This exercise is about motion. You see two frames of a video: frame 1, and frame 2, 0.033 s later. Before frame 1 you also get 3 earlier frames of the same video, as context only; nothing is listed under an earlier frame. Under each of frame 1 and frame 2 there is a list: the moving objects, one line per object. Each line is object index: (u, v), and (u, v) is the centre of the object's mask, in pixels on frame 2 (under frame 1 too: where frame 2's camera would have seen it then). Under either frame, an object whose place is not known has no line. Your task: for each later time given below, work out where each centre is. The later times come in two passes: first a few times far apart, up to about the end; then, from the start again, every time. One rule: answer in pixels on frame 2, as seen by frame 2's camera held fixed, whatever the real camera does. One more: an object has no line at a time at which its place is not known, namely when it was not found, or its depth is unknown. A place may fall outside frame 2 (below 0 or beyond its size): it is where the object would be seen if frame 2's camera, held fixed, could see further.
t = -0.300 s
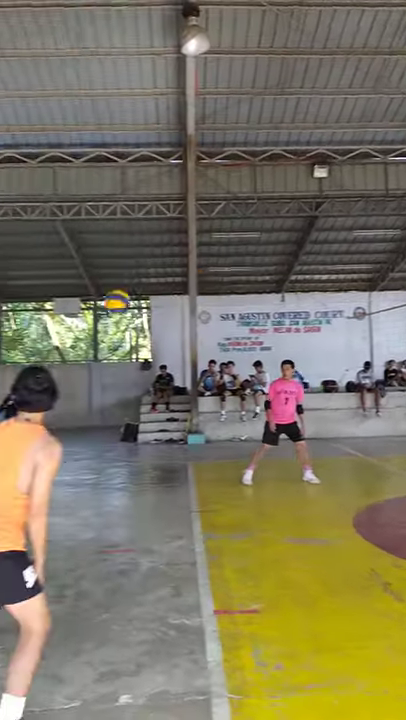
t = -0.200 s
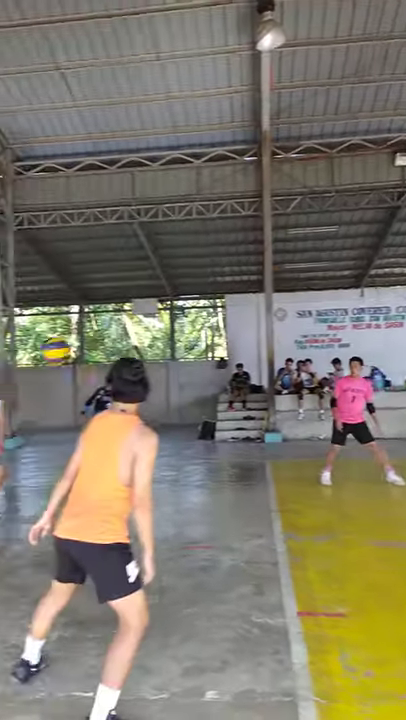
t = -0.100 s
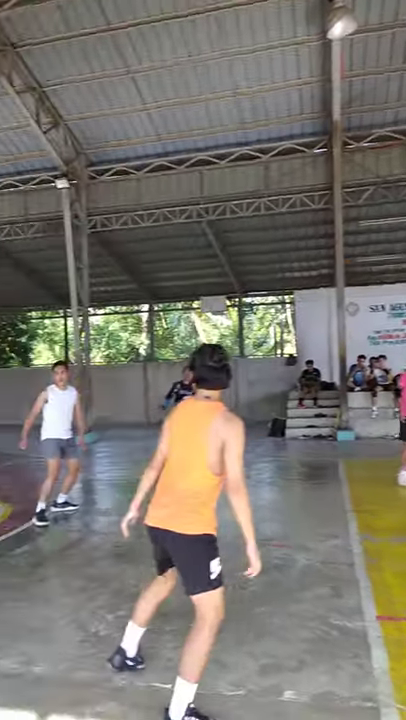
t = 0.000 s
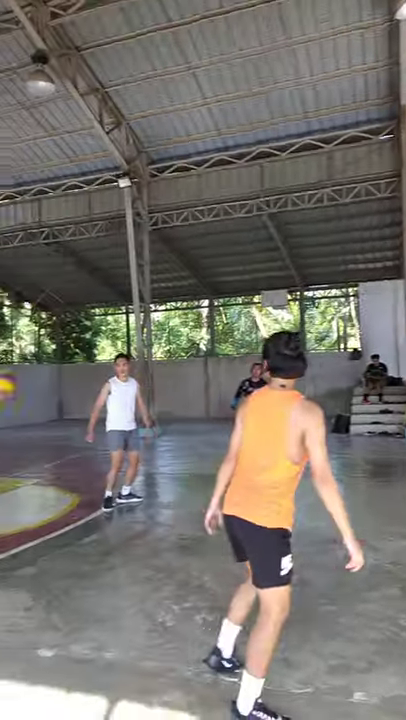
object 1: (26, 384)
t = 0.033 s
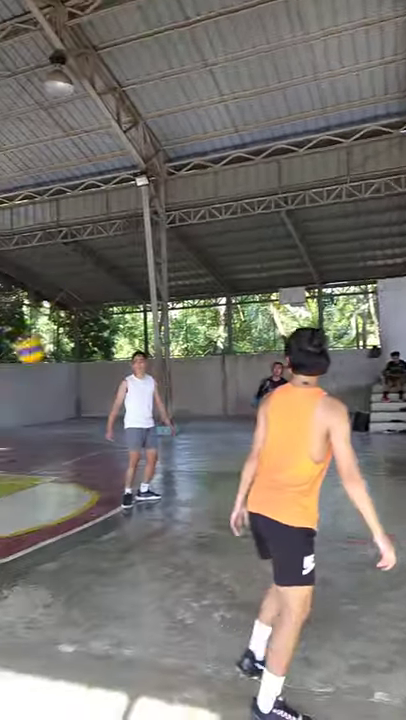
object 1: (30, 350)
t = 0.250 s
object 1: (92, 192)
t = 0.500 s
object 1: (150, 98)
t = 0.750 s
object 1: (201, 82)
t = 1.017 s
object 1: (247, 131)
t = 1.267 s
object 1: (290, 226)
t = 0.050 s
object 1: (35, 334)
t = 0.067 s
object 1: (43, 316)
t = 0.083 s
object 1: (45, 304)
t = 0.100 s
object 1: (50, 291)
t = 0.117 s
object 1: (54, 278)
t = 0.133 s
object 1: (59, 266)
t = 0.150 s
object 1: (65, 256)
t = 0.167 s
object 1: (69, 247)
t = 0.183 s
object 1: (76, 234)
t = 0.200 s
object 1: (79, 222)
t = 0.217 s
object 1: (82, 212)
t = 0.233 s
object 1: (88, 202)
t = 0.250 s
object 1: (92, 192)
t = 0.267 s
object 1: (96, 182)
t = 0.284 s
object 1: (100, 173)
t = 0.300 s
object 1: (104, 165)
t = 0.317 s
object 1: (108, 157)
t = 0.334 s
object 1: (111, 151)
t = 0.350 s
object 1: (116, 144)
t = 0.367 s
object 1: (120, 138)
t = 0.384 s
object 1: (124, 133)
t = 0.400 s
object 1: (128, 126)
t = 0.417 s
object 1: (132, 122)
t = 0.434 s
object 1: (135, 116)
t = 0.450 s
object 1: (139, 110)
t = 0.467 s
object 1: (143, 105)
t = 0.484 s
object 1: (146, 101)
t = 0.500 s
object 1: (150, 98)
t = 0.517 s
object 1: (153, 95)
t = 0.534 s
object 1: (158, 92)
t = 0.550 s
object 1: (161, 90)
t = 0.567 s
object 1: (164, 88)
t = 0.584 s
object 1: (168, 86)
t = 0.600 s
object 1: (171, 85)
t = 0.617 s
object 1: (175, 84)
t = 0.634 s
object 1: (178, 83)
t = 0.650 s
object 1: (182, 82)
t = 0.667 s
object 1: (185, 81)
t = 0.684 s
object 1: (188, 81)
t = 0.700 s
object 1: (191, 81)
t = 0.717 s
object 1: (194, 81)
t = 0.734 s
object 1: (197, 82)
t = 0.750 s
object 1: (201, 82)
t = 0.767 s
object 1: (204, 84)
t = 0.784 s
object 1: (207, 85)
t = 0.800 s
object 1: (209, 87)
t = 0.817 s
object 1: (213, 90)
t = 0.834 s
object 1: (216, 92)
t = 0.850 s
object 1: (219, 95)
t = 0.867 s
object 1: (222, 97)
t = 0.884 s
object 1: (225, 100)
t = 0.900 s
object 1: (228, 103)
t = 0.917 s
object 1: (231, 106)
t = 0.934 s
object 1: (233, 110)
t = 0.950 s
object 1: (236, 114)
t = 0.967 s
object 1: (240, 118)
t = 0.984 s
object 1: (242, 123)
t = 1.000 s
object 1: (245, 127)
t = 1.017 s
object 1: (247, 131)
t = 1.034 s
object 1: (250, 136)
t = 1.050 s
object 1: (253, 143)
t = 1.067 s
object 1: (255, 147)
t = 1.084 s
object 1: (259, 153)
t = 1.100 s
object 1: (262, 159)
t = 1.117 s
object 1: (265, 165)
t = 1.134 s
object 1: (270, 171)
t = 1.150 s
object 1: (272, 177)
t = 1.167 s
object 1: (273, 185)
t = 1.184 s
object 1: (276, 190)
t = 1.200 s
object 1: (278, 197)
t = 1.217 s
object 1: (281, 204)
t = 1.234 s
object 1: (285, 209)
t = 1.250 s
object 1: (287, 217)
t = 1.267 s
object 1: (290, 226)
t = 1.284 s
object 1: (292, 234)
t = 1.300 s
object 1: (294, 243)
